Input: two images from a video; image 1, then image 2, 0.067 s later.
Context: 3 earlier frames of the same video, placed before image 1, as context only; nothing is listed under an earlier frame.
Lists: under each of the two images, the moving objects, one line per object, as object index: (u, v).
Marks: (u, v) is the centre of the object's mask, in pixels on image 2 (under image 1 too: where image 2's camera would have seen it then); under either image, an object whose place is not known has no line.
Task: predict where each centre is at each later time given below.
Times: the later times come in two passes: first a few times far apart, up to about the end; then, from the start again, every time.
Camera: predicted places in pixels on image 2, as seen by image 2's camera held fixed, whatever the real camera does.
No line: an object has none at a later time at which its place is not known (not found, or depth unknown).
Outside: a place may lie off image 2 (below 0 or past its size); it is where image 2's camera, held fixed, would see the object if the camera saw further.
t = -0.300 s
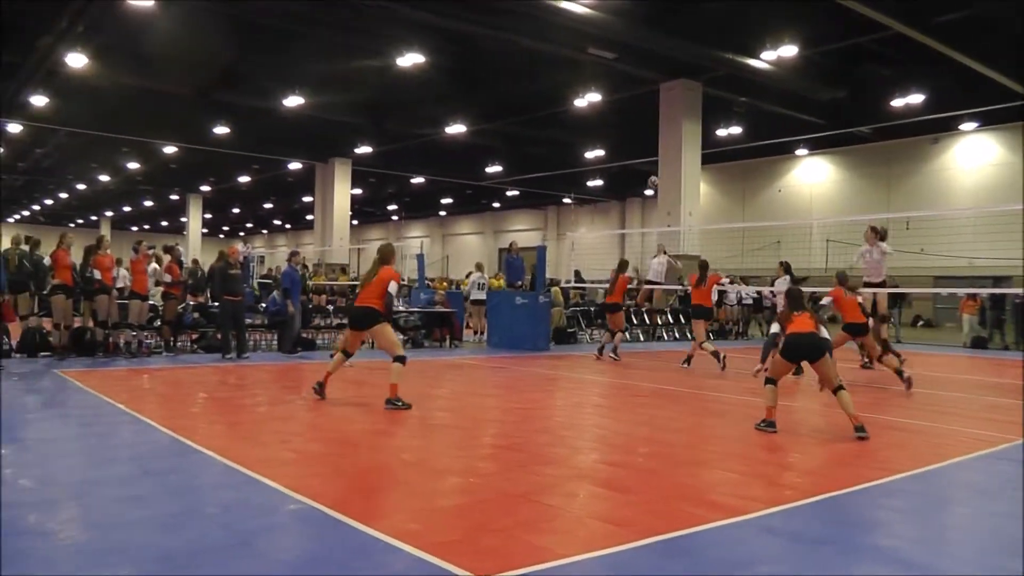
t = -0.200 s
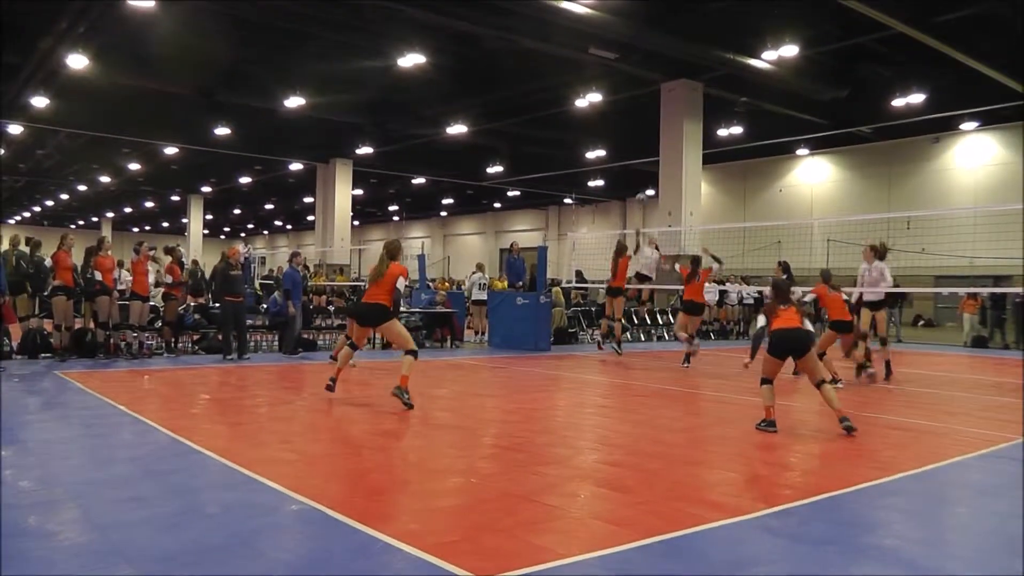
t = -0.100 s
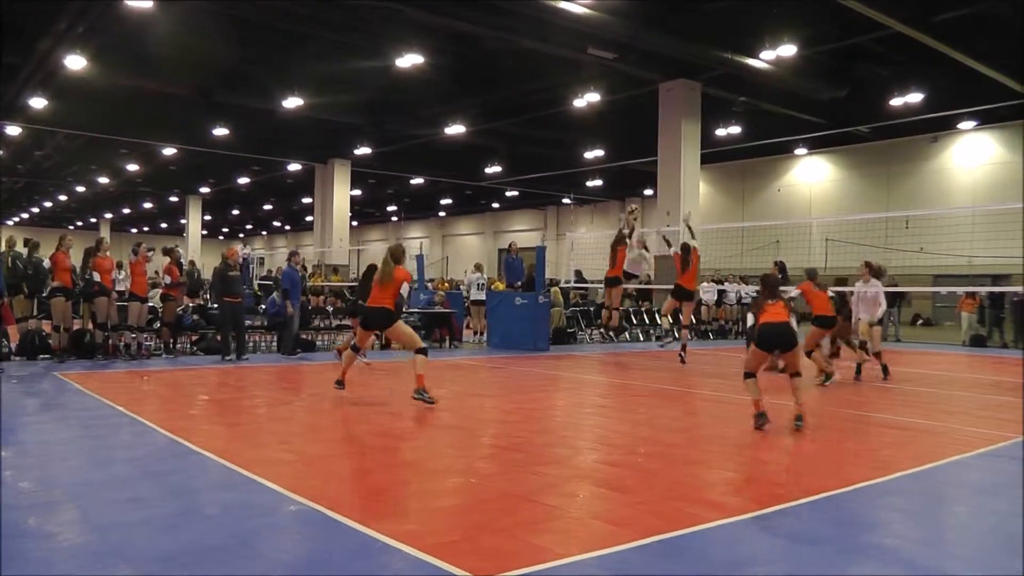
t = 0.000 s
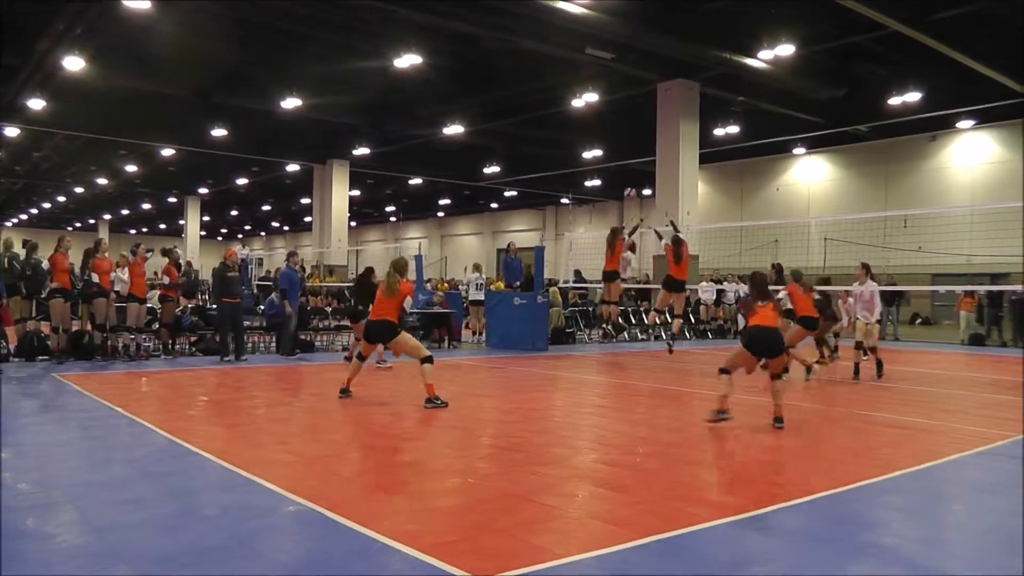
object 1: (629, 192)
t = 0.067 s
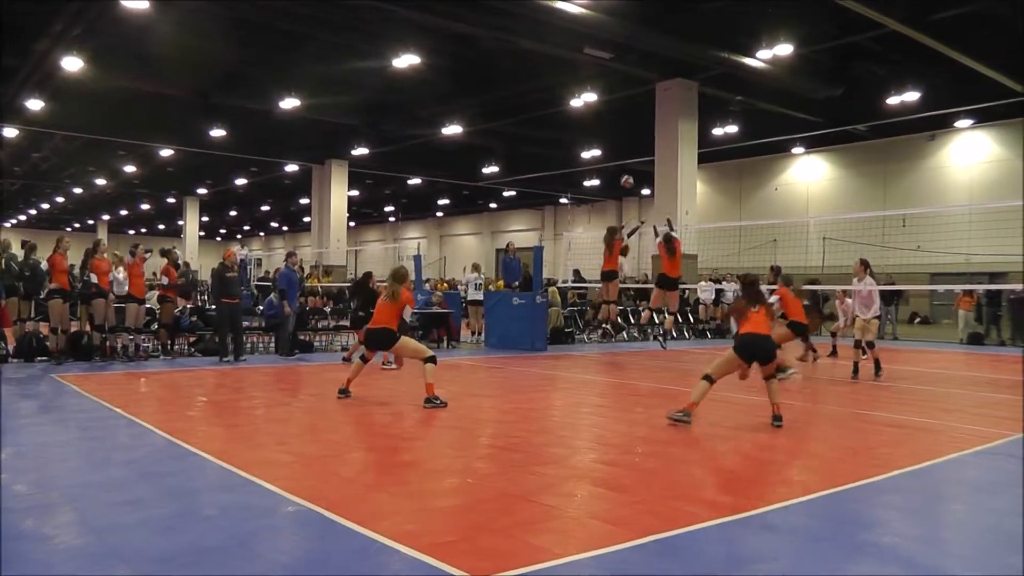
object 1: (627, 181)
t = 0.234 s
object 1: (620, 160)
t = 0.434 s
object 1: (611, 155)
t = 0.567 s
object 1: (607, 170)
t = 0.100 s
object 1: (625, 175)
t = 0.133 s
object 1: (623, 171)
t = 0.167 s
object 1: (622, 166)
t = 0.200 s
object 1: (621, 163)
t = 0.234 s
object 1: (620, 160)
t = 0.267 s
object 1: (618, 157)
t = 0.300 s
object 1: (616, 156)
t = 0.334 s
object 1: (615, 154)
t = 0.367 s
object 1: (614, 154)
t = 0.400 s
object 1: (612, 155)
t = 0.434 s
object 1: (611, 155)
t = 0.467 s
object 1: (610, 157)
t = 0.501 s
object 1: (609, 161)
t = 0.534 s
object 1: (608, 165)
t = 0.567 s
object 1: (607, 170)
